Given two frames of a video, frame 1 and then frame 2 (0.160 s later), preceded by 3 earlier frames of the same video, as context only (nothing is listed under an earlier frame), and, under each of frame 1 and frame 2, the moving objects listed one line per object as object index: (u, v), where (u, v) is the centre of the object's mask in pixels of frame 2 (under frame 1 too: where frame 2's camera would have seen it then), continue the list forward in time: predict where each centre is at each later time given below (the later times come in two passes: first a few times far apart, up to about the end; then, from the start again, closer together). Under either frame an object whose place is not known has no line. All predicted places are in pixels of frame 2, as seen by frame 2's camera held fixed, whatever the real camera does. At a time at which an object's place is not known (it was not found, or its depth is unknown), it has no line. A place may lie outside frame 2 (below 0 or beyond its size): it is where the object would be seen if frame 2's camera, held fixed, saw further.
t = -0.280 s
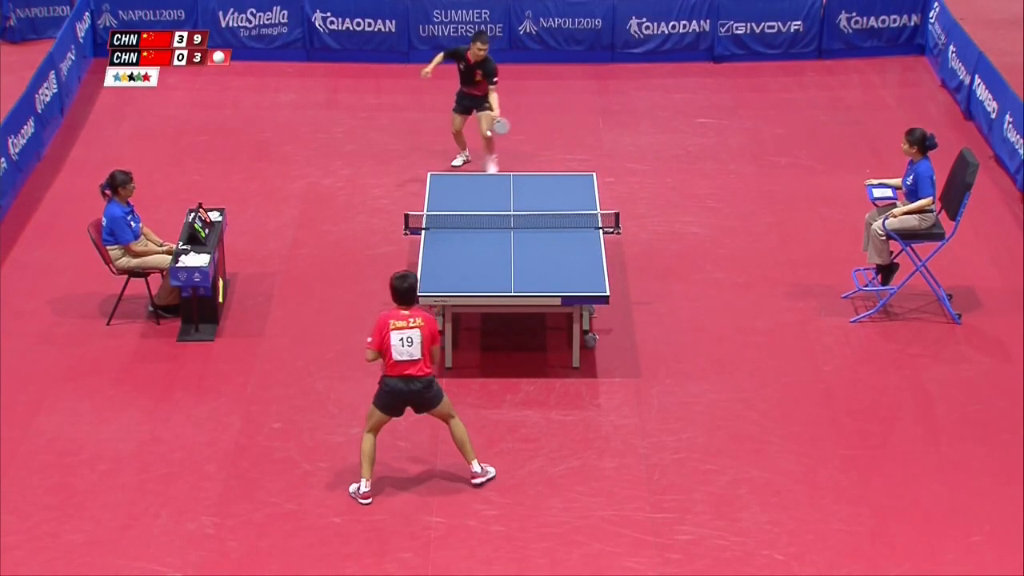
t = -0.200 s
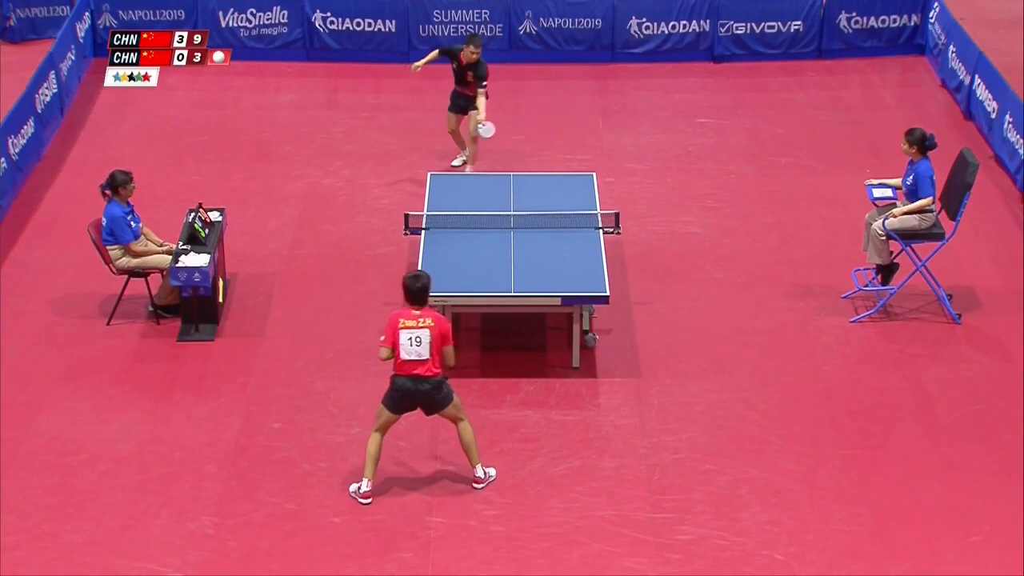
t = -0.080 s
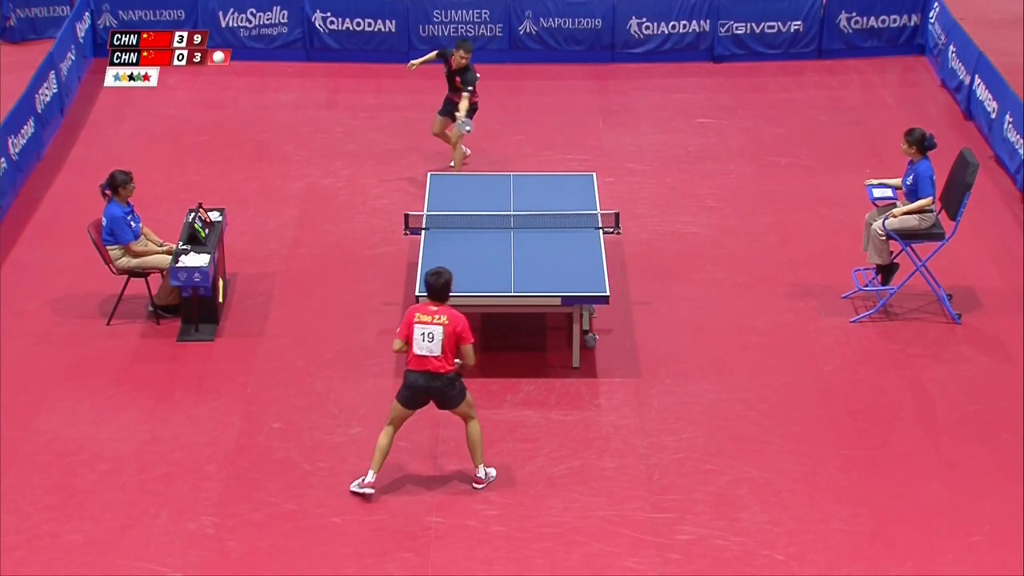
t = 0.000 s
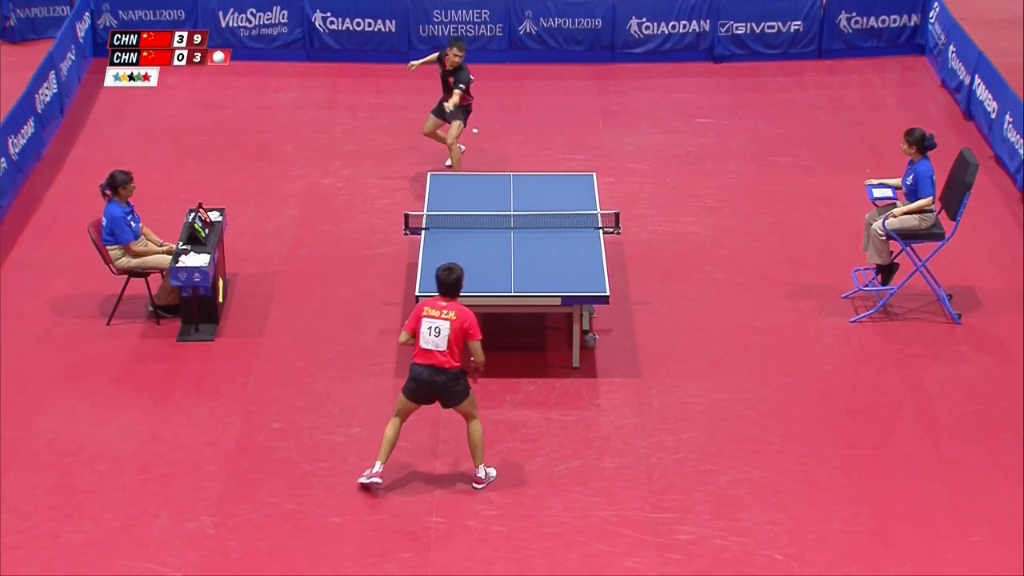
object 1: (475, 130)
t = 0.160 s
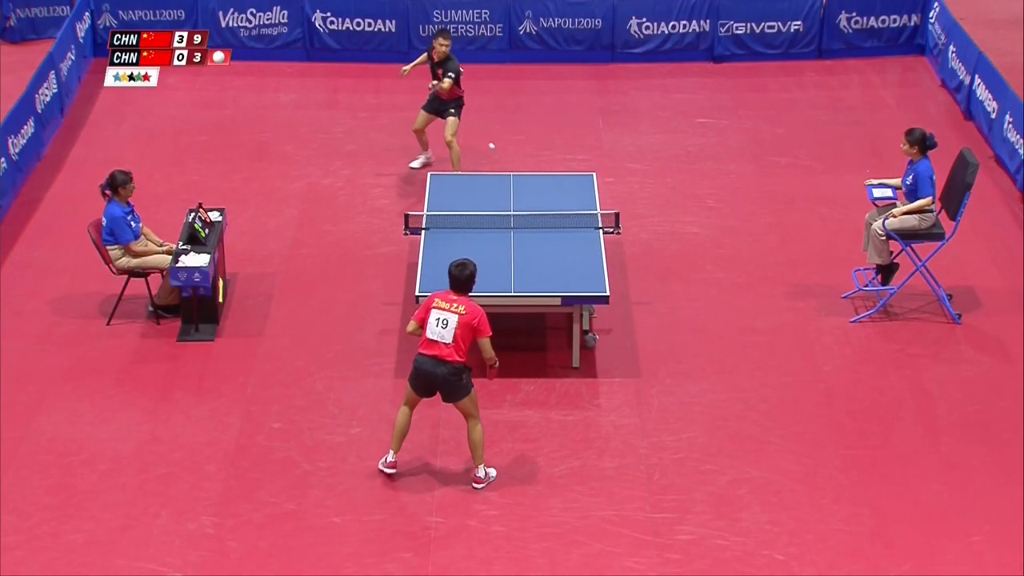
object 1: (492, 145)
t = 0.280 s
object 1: (506, 167)
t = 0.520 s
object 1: (545, 253)
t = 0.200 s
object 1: (495, 150)
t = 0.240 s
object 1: (500, 158)
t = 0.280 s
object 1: (506, 167)
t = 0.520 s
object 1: (545, 253)
